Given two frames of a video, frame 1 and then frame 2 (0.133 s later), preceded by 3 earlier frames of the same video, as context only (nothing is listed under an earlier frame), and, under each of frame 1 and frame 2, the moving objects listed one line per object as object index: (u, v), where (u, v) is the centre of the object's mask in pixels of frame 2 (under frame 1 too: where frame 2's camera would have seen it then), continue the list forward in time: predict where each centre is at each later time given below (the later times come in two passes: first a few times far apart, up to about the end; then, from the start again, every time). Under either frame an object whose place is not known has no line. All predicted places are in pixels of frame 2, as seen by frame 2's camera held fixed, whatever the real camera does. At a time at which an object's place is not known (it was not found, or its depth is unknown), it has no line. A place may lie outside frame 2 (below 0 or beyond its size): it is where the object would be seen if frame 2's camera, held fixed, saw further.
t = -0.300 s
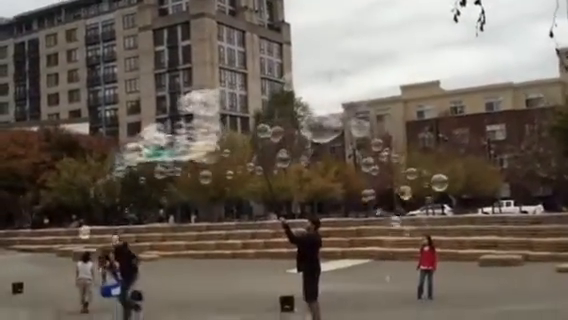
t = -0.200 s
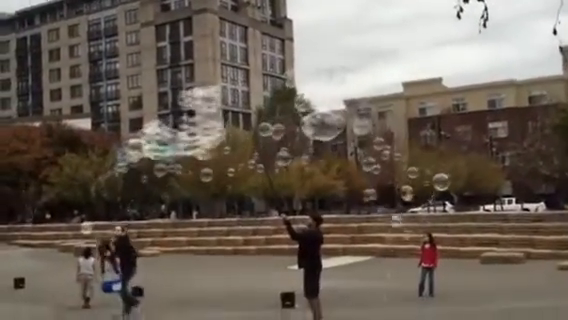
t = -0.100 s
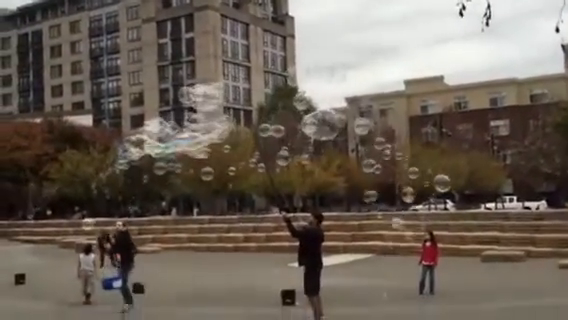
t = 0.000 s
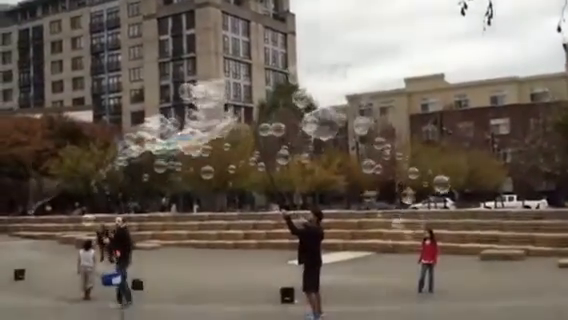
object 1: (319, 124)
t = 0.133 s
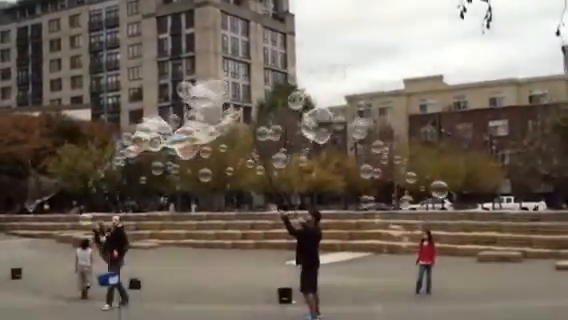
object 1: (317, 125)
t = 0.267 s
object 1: (316, 126)
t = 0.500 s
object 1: (314, 130)
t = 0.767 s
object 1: (314, 134)
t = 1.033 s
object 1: (311, 136)
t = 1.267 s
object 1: (311, 140)
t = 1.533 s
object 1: (309, 145)
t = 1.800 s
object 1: (307, 149)
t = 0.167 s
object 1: (317, 125)
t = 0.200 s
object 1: (317, 126)
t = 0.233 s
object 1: (316, 126)
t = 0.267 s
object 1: (316, 126)
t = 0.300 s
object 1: (316, 127)
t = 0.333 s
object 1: (315, 127)
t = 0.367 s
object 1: (315, 128)
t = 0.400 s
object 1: (315, 128)
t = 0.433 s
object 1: (314, 129)
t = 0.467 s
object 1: (314, 130)
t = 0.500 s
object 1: (314, 130)
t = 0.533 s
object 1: (314, 131)
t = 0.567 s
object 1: (314, 131)
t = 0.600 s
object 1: (314, 132)
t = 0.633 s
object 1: (314, 132)
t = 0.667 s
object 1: (314, 133)
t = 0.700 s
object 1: (314, 133)
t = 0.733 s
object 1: (314, 134)
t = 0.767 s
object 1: (314, 134)
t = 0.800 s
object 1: (313, 134)
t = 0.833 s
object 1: (313, 134)
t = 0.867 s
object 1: (313, 135)
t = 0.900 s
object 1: (313, 135)
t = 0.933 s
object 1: (313, 135)
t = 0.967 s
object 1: (312, 136)
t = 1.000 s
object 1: (312, 136)
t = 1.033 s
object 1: (311, 136)
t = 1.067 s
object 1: (311, 137)
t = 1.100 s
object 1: (311, 137)
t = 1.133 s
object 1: (311, 138)
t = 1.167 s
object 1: (311, 138)
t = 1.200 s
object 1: (311, 139)
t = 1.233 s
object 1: (311, 139)
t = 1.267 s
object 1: (311, 140)
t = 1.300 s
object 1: (310, 140)
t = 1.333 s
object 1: (311, 141)
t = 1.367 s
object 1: (310, 142)
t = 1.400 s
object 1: (310, 142)
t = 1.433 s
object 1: (310, 143)
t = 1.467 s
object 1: (310, 143)
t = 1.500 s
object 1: (309, 144)
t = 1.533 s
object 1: (309, 145)
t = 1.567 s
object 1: (309, 145)
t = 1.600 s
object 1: (309, 146)
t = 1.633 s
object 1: (308, 146)
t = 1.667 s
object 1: (308, 146)
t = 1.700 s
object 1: (307, 147)
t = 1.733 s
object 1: (307, 147)
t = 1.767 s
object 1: (307, 149)
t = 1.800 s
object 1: (307, 149)
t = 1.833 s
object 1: (306, 150)
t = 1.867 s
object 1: (306, 151)
